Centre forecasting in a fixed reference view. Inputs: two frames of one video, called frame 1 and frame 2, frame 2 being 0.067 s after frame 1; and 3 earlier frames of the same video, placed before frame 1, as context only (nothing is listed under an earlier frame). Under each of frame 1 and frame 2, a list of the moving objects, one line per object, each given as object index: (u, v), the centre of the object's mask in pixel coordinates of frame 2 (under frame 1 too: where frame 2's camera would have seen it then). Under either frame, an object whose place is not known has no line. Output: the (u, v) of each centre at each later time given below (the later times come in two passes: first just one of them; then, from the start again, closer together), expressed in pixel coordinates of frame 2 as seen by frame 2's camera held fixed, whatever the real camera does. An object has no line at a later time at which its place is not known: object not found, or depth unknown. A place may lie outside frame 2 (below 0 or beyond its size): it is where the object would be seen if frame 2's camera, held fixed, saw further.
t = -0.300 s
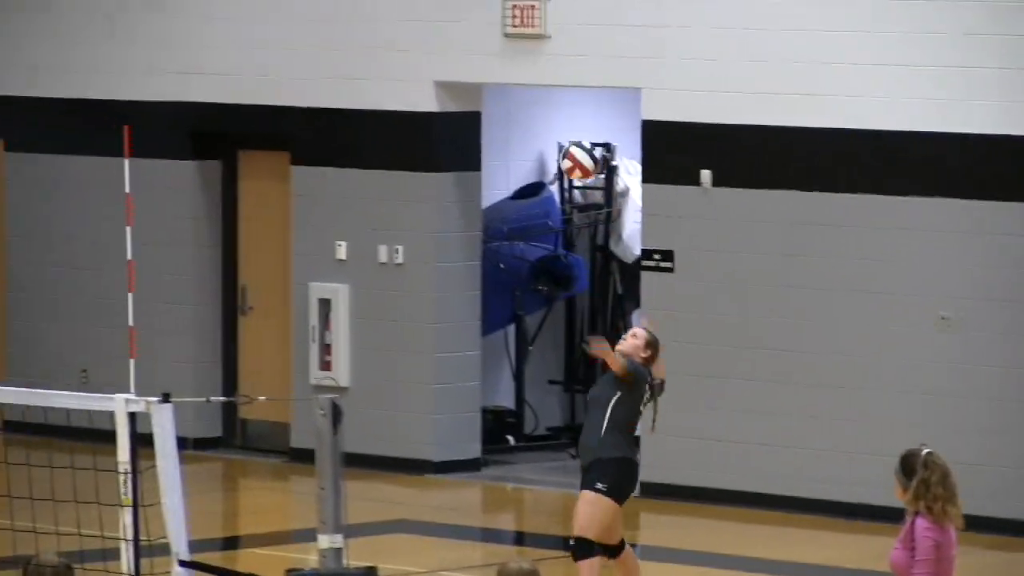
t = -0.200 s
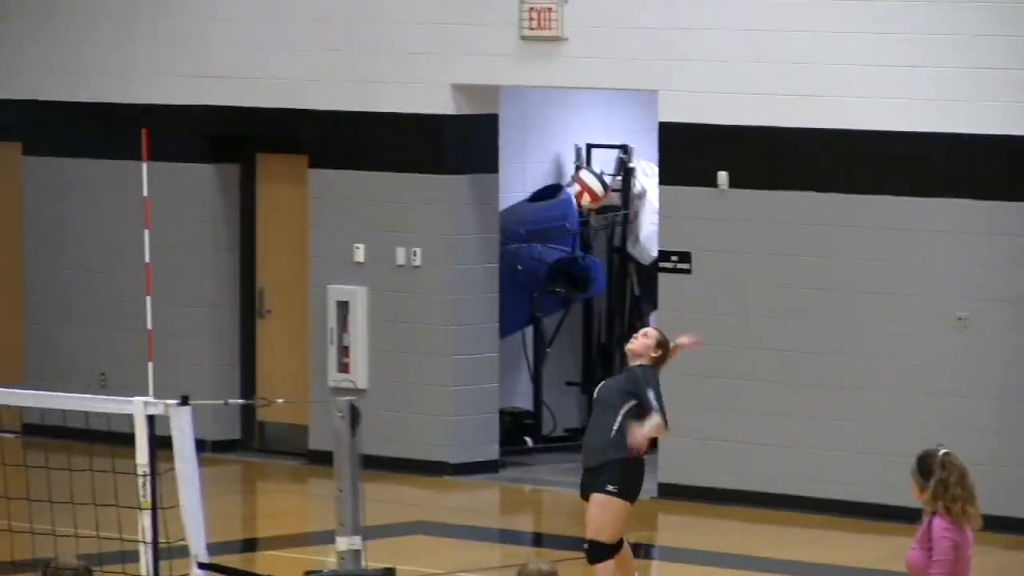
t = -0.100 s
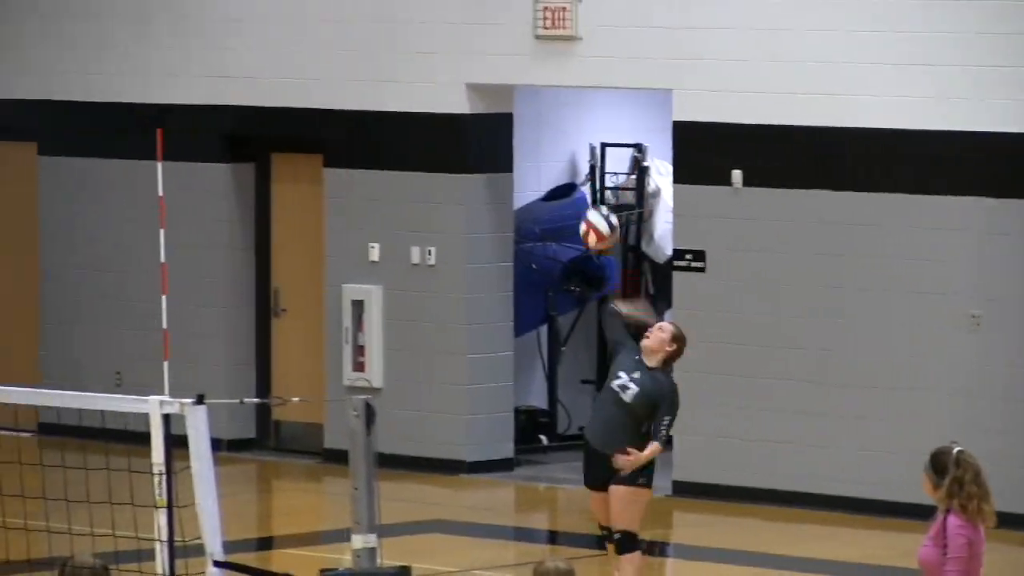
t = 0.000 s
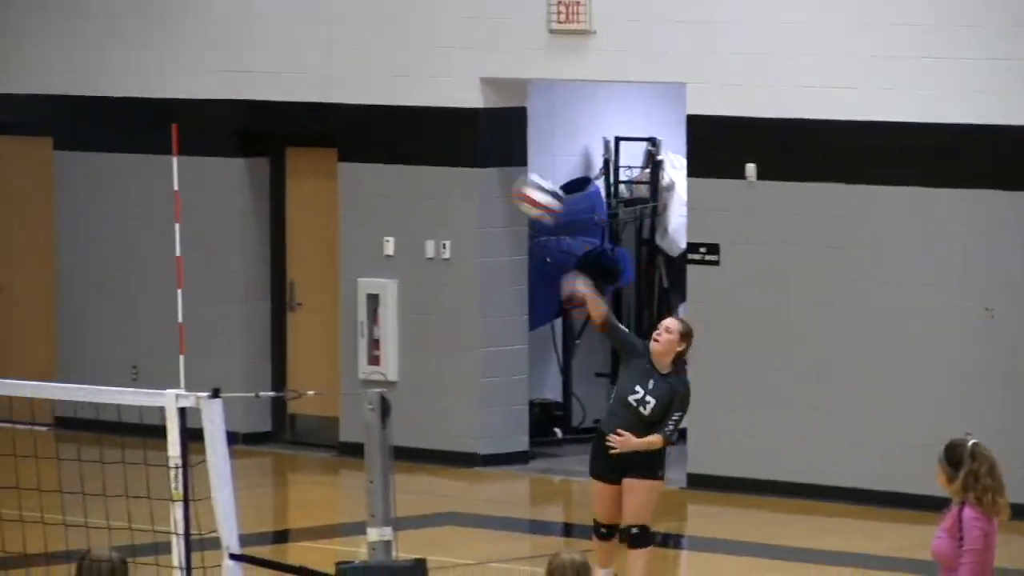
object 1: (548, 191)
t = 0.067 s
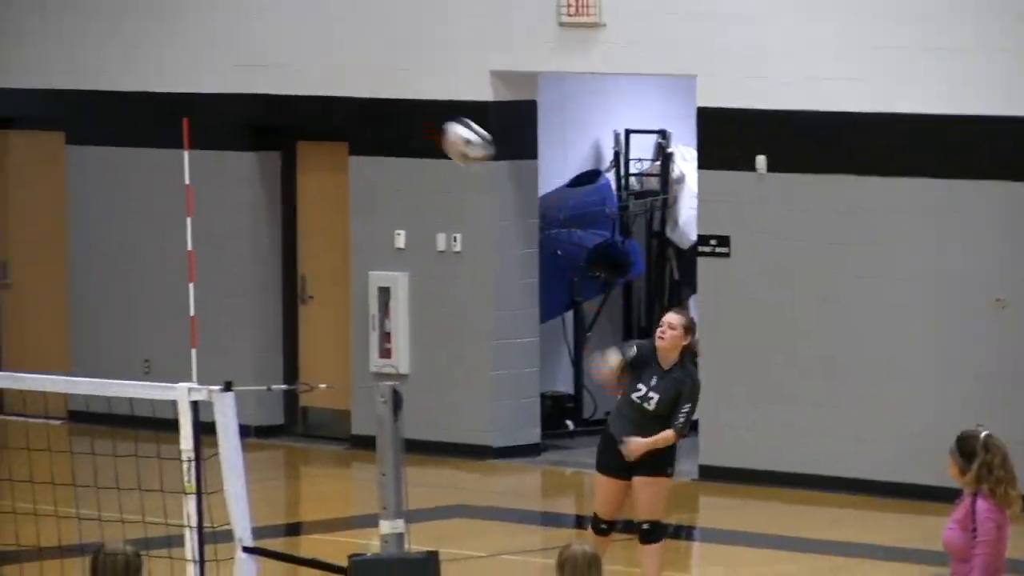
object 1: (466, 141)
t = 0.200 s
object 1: (291, 69)
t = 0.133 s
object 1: (379, 103)
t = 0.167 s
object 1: (333, 85)
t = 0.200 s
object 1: (291, 69)
